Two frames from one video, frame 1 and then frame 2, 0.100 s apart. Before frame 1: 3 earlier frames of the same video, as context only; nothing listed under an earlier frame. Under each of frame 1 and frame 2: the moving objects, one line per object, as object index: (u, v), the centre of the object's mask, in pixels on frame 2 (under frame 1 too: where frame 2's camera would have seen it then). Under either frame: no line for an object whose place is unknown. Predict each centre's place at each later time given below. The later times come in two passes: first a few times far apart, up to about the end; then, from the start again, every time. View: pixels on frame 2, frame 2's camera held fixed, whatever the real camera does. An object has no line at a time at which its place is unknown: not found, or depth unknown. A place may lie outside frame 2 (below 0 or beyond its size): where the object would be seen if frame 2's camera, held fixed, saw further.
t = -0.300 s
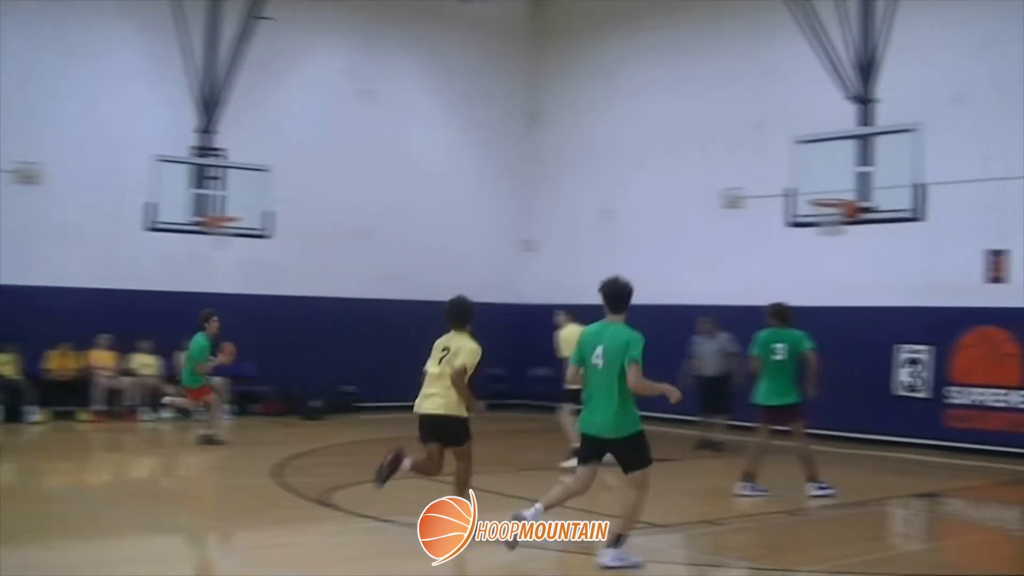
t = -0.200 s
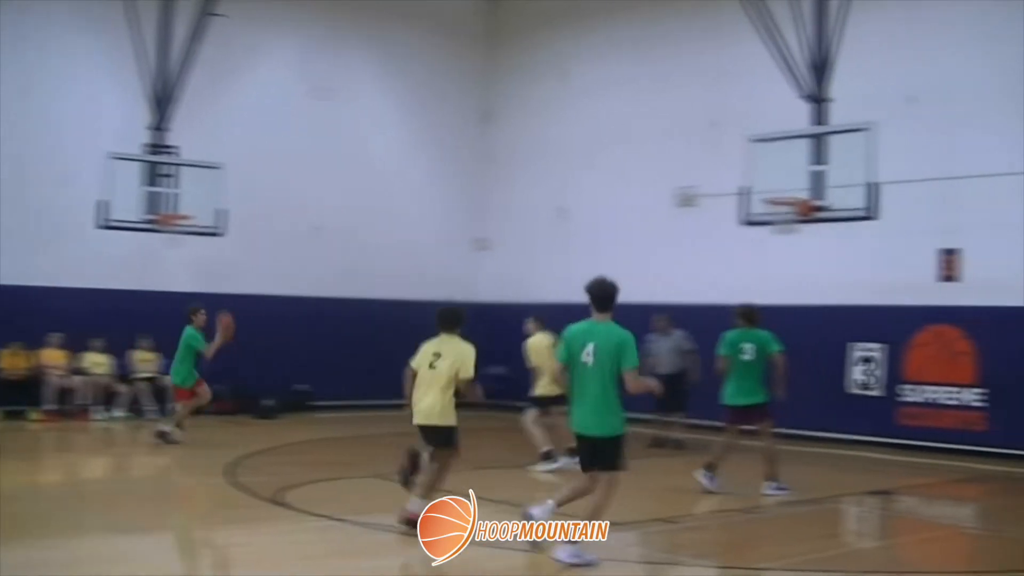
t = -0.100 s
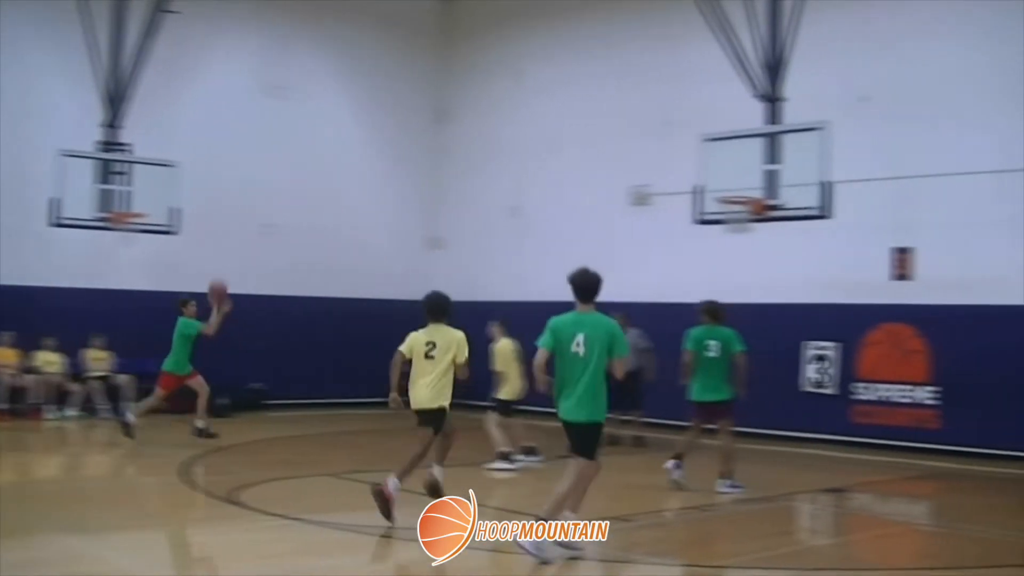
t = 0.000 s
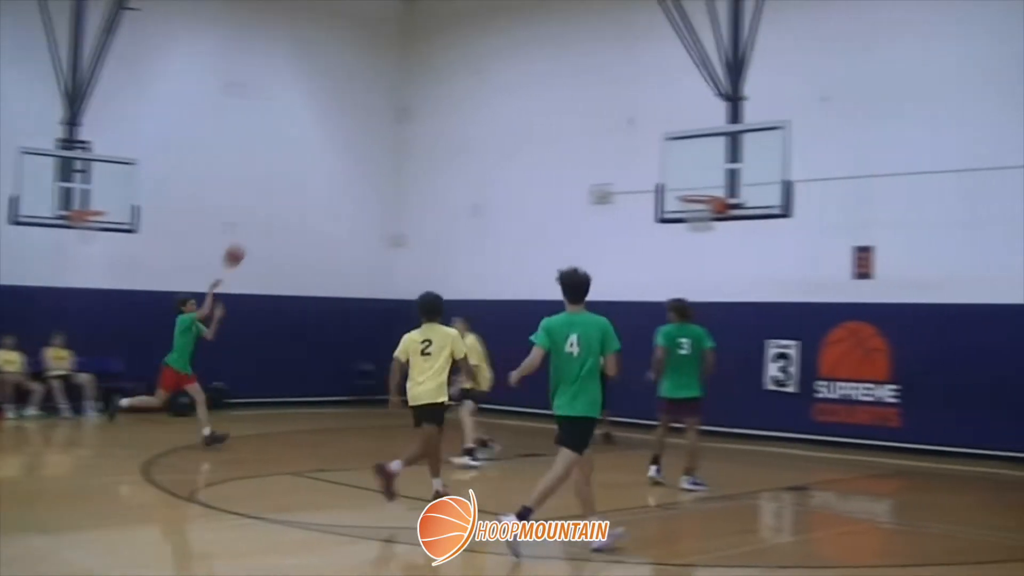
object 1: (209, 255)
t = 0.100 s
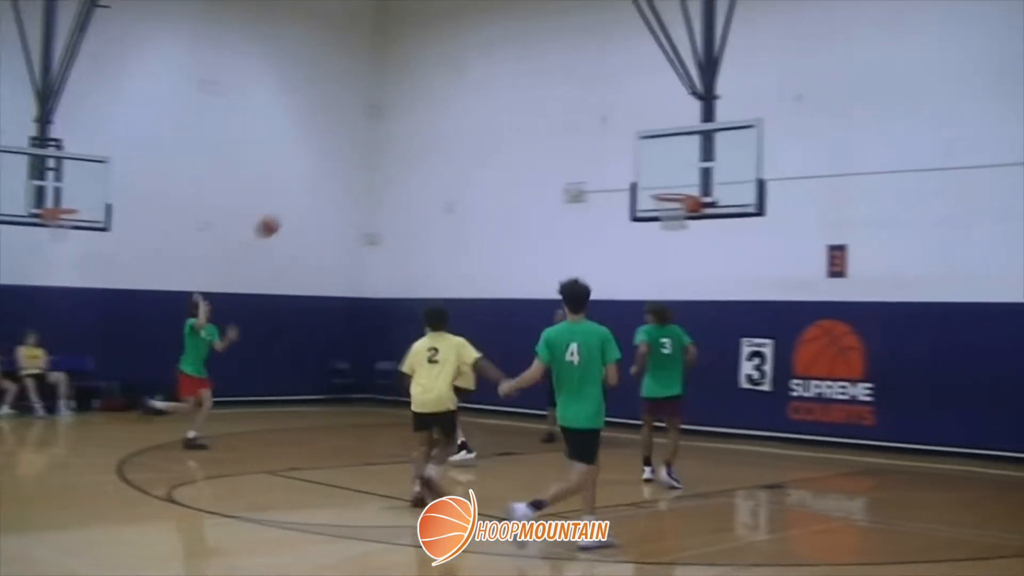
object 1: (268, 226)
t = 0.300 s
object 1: (386, 195)
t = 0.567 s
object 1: (550, 206)
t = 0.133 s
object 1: (288, 218)
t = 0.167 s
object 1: (307, 212)
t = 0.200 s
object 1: (328, 207)
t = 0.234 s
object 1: (348, 202)
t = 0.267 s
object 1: (367, 198)
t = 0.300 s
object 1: (386, 195)
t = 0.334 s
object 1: (407, 193)
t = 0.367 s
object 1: (427, 192)
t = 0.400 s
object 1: (447, 192)
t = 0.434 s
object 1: (468, 193)
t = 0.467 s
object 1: (489, 195)
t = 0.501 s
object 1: (510, 197)
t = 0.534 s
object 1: (530, 201)
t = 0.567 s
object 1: (550, 206)
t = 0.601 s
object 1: (573, 213)
